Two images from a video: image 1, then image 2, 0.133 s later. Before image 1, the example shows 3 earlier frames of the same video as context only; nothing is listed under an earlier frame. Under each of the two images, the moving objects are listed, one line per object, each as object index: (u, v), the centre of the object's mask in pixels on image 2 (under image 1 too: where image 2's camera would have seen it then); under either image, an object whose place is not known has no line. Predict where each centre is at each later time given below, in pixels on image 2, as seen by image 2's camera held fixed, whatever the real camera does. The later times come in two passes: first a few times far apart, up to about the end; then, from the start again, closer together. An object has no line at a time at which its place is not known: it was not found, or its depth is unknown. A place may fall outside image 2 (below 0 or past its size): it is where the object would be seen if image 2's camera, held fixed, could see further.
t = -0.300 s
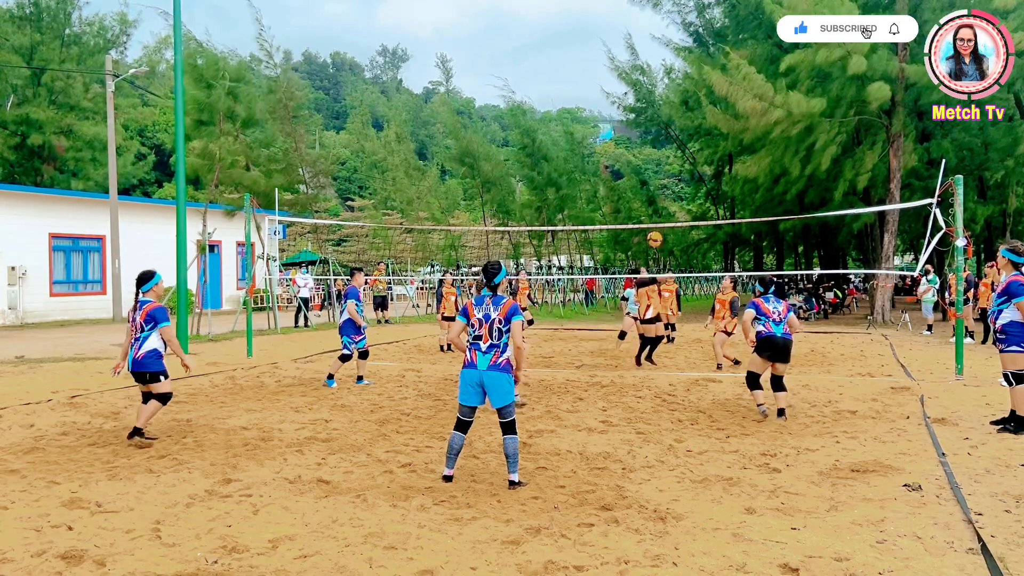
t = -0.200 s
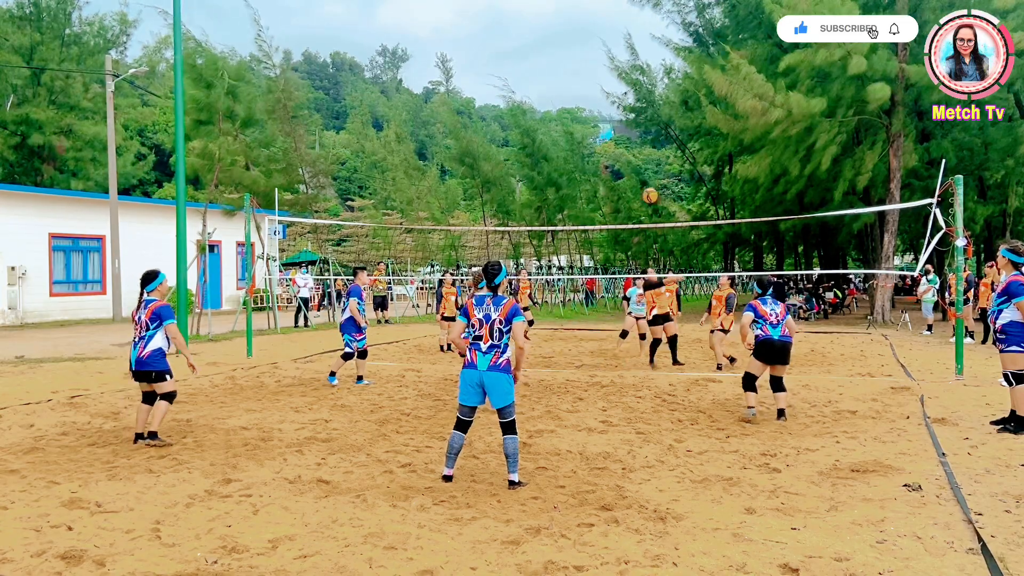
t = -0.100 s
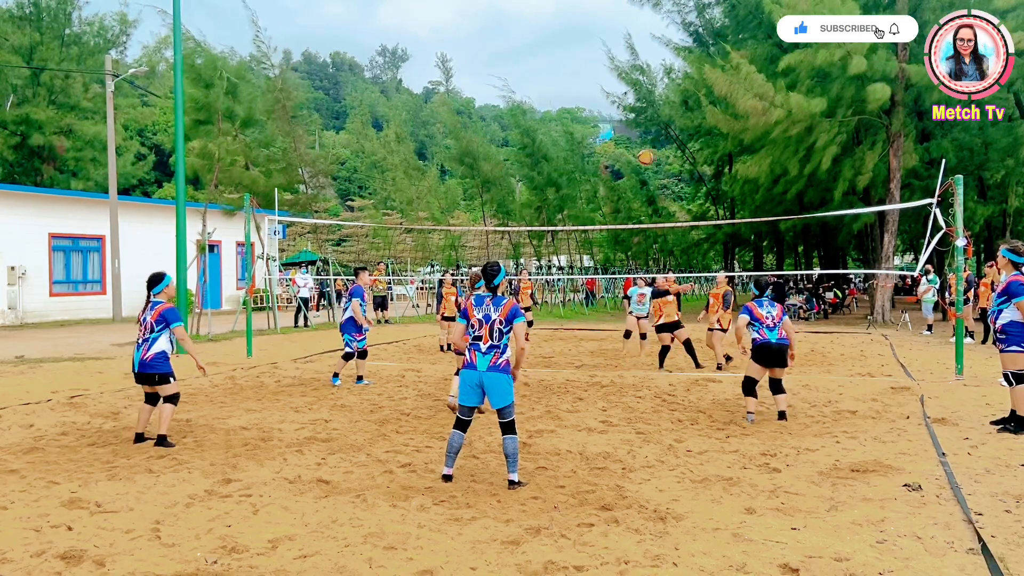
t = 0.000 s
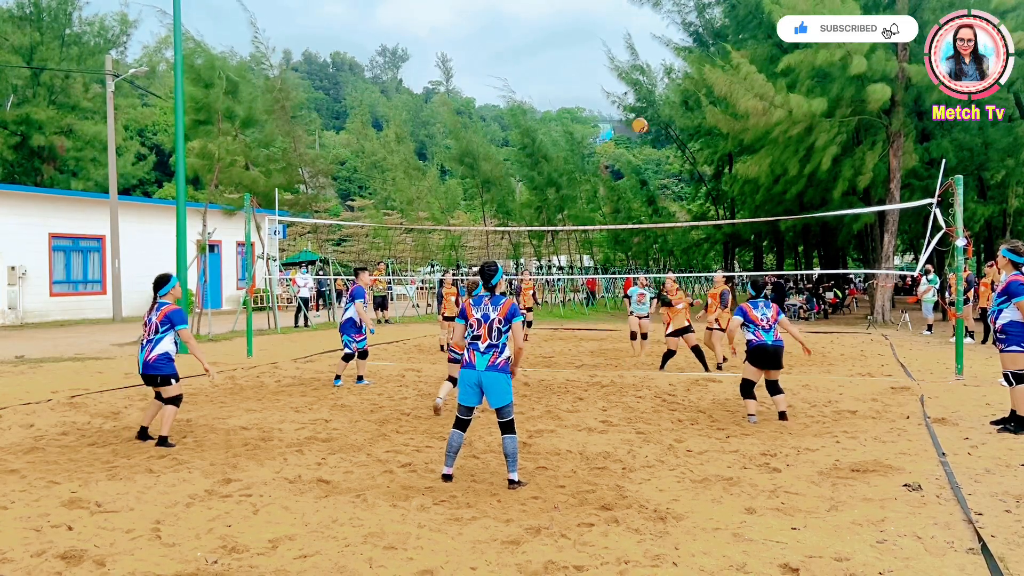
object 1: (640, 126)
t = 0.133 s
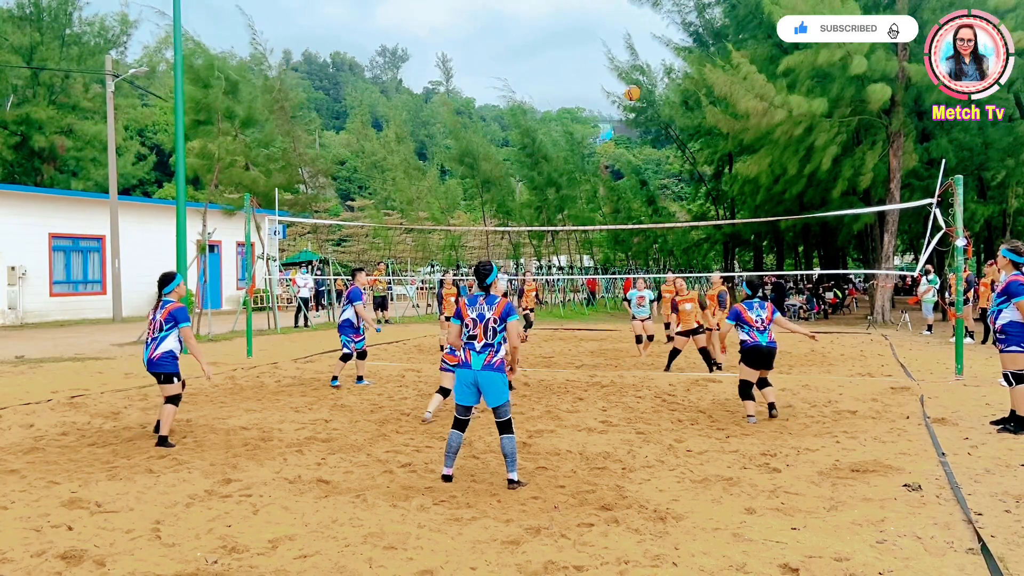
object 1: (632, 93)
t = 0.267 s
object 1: (624, 73)
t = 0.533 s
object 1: (609, 68)
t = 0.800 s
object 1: (589, 119)
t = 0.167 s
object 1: (630, 87)
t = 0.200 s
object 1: (628, 81)
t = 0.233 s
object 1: (626, 76)
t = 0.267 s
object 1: (624, 73)
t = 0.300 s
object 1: (623, 69)
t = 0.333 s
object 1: (620, 67)
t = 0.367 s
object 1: (618, 65)
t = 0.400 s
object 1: (616, 64)
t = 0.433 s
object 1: (614, 64)
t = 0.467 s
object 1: (612, 64)
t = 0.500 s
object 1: (610, 66)
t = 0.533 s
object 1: (609, 68)
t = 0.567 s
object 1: (605, 72)
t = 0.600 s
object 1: (603, 76)
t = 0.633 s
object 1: (600, 81)
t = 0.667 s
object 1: (598, 87)
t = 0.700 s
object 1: (596, 94)
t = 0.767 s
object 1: (591, 110)
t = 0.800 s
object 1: (589, 119)
